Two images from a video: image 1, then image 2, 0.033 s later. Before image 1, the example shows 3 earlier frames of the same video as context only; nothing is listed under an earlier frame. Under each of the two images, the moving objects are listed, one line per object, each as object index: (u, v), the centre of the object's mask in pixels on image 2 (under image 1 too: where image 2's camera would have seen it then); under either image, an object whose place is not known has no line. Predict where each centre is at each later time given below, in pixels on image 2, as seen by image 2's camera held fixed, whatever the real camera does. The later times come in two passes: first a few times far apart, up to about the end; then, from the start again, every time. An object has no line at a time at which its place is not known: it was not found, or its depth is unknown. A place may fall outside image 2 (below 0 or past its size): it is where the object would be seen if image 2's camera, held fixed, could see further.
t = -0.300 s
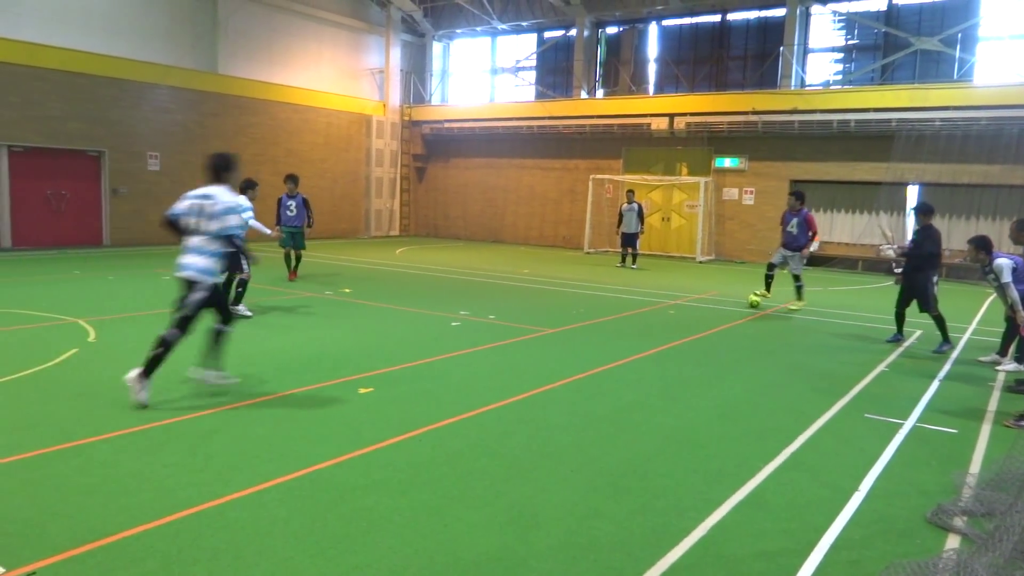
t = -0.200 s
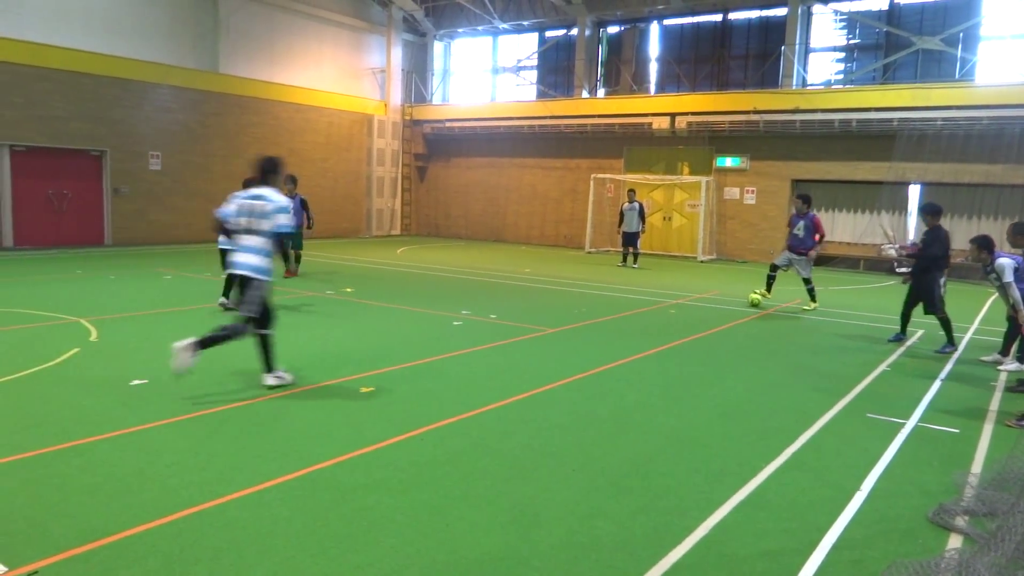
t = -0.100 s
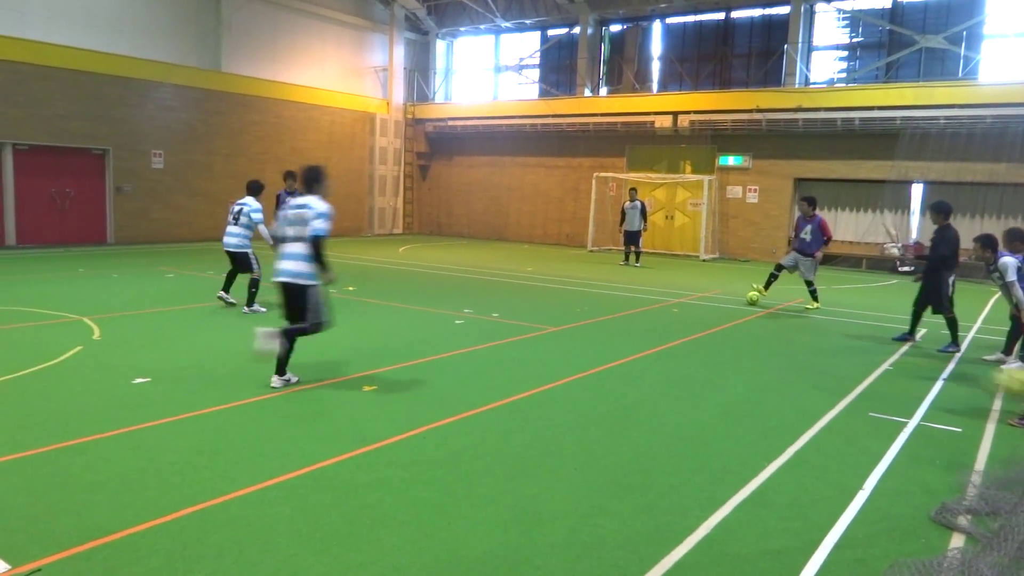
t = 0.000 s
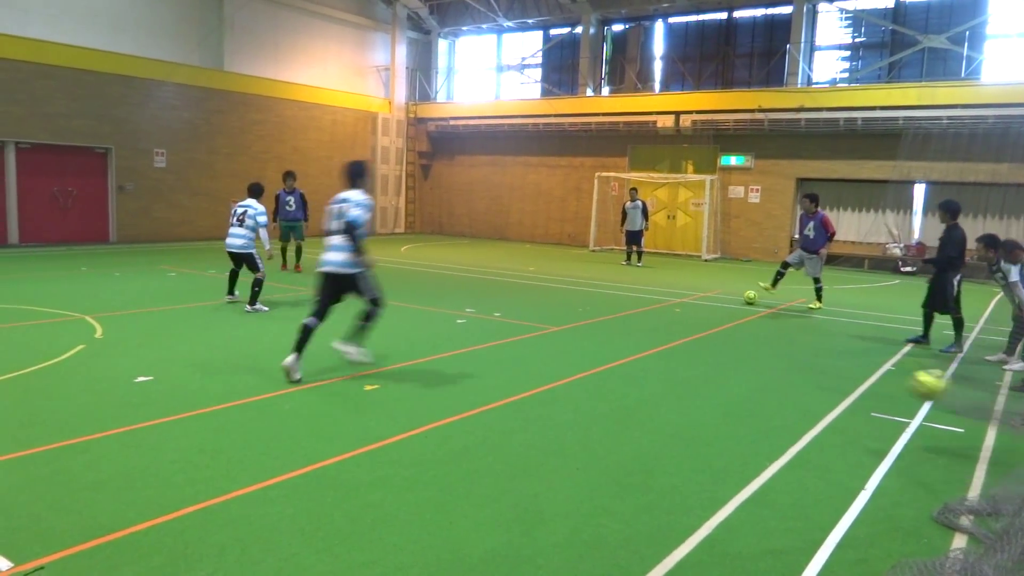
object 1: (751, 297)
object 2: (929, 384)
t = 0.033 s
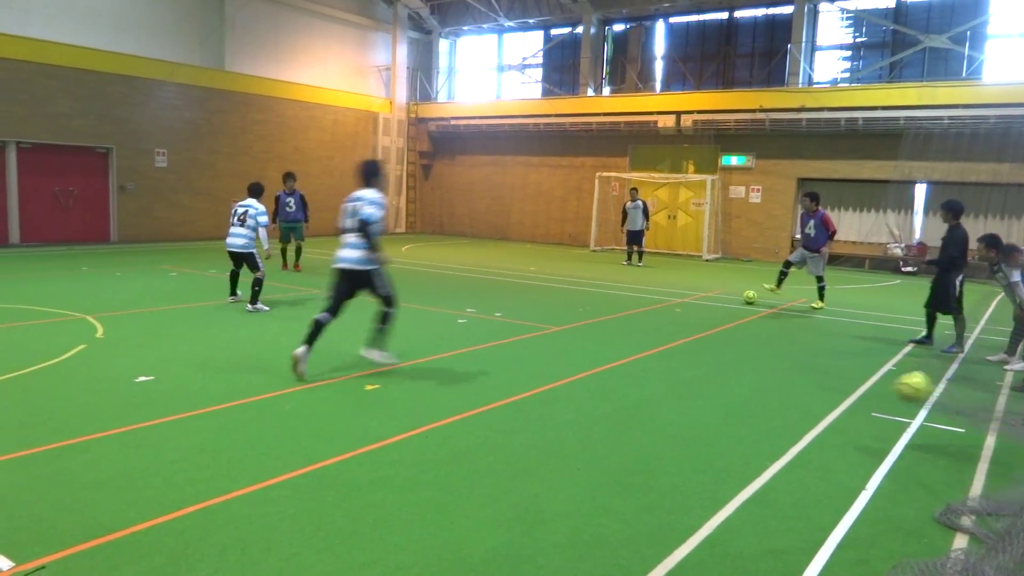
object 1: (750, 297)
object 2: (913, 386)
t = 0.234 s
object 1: (741, 297)
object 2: (867, 424)
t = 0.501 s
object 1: (731, 296)
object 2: (888, 423)
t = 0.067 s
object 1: (748, 297)
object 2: (900, 390)
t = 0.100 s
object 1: (747, 297)
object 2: (890, 394)
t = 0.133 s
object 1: (745, 297)
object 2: (882, 401)
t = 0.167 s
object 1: (744, 297)
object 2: (875, 407)
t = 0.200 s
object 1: (743, 297)
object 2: (871, 414)
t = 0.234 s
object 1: (741, 297)
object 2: (867, 424)
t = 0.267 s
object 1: (740, 297)
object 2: (868, 426)
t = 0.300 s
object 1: (739, 296)
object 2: (872, 420)
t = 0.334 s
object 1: (738, 296)
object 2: (874, 417)
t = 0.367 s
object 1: (736, 296)
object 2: (878, 415)
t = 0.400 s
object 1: (735, 296)
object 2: (880, 414)
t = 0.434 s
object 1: (734, 296)
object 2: (882, 415)
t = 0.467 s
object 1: (733, 296)
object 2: (884, 417)
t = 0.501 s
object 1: (731, 296)
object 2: (888, 423)
